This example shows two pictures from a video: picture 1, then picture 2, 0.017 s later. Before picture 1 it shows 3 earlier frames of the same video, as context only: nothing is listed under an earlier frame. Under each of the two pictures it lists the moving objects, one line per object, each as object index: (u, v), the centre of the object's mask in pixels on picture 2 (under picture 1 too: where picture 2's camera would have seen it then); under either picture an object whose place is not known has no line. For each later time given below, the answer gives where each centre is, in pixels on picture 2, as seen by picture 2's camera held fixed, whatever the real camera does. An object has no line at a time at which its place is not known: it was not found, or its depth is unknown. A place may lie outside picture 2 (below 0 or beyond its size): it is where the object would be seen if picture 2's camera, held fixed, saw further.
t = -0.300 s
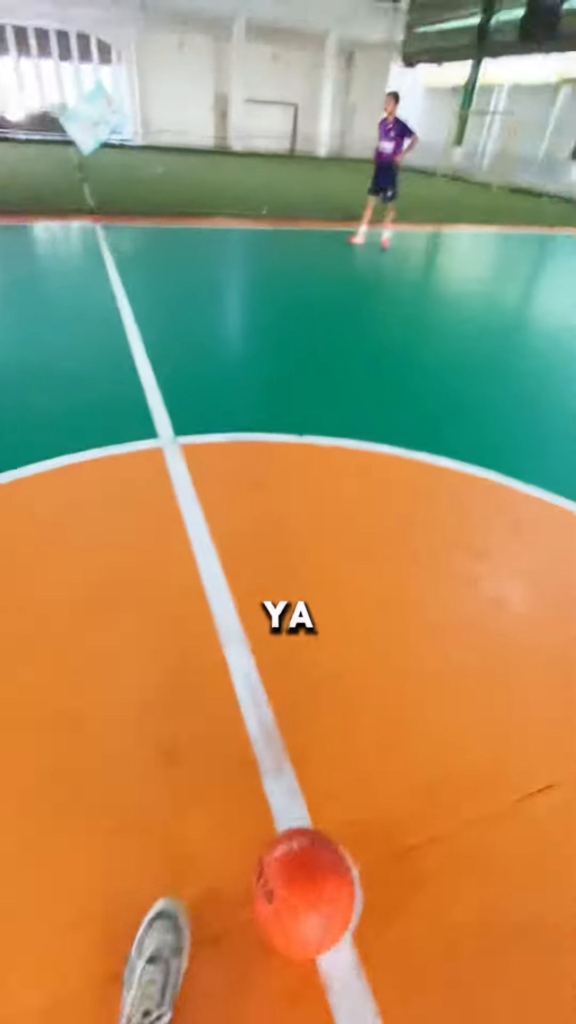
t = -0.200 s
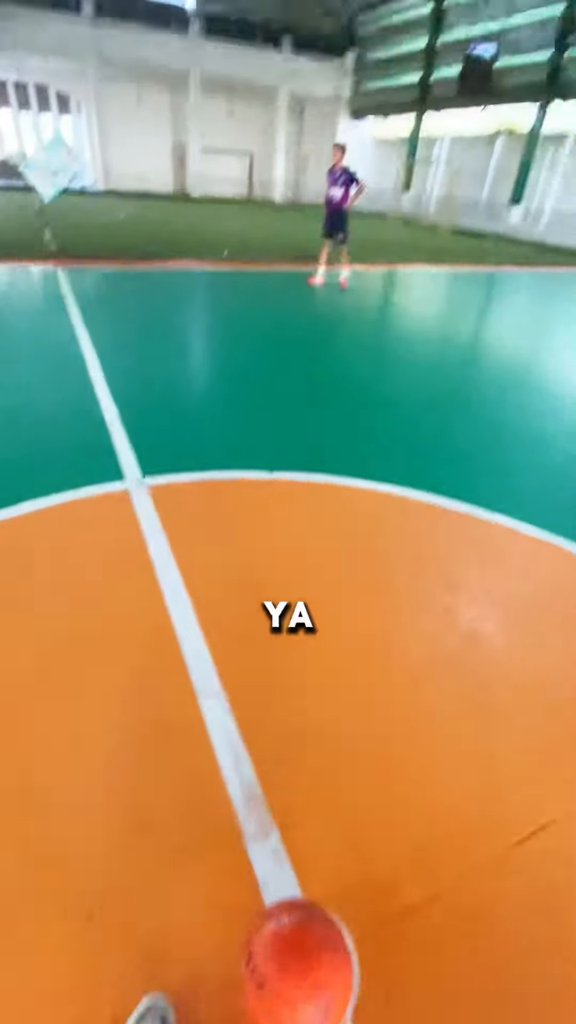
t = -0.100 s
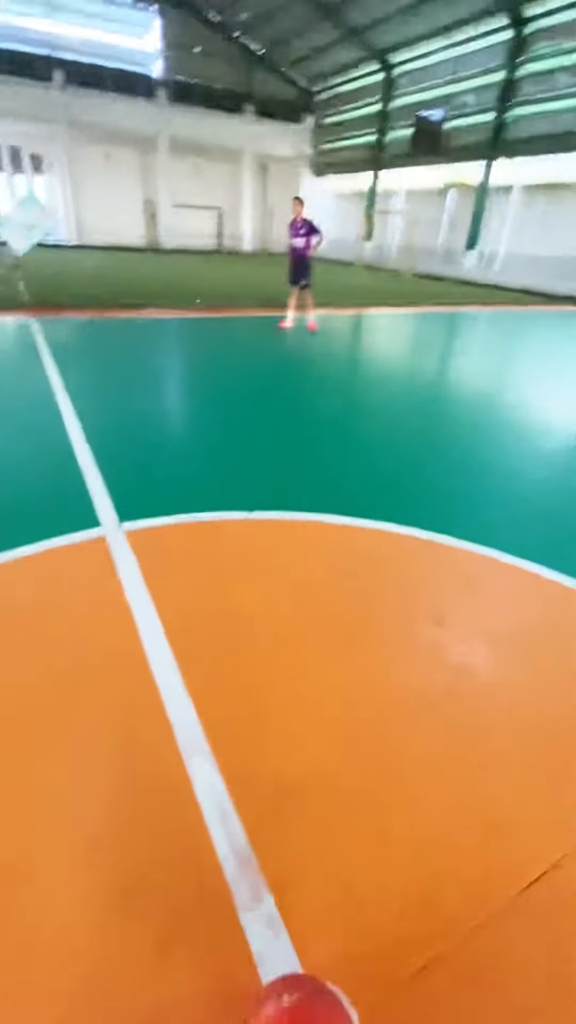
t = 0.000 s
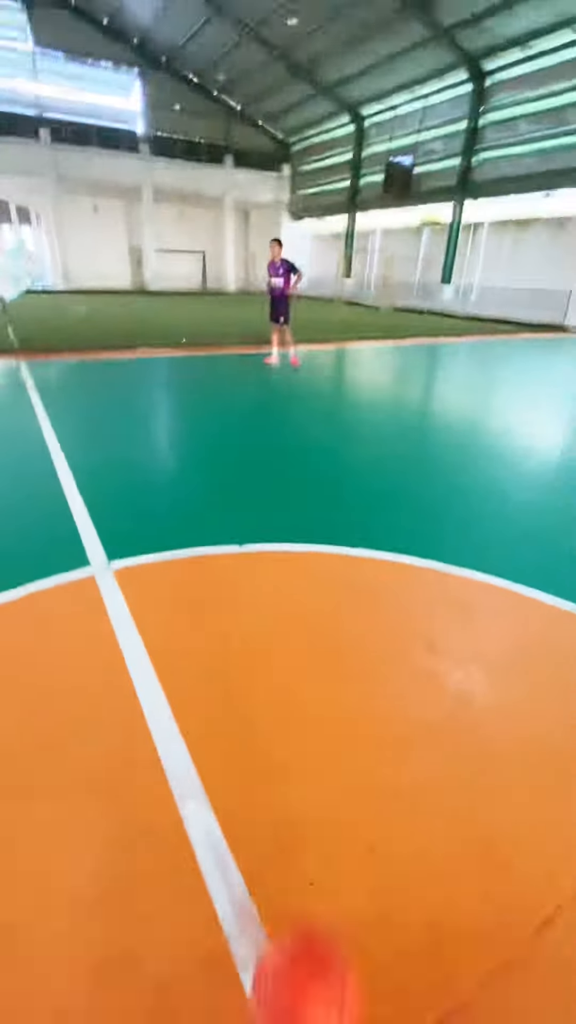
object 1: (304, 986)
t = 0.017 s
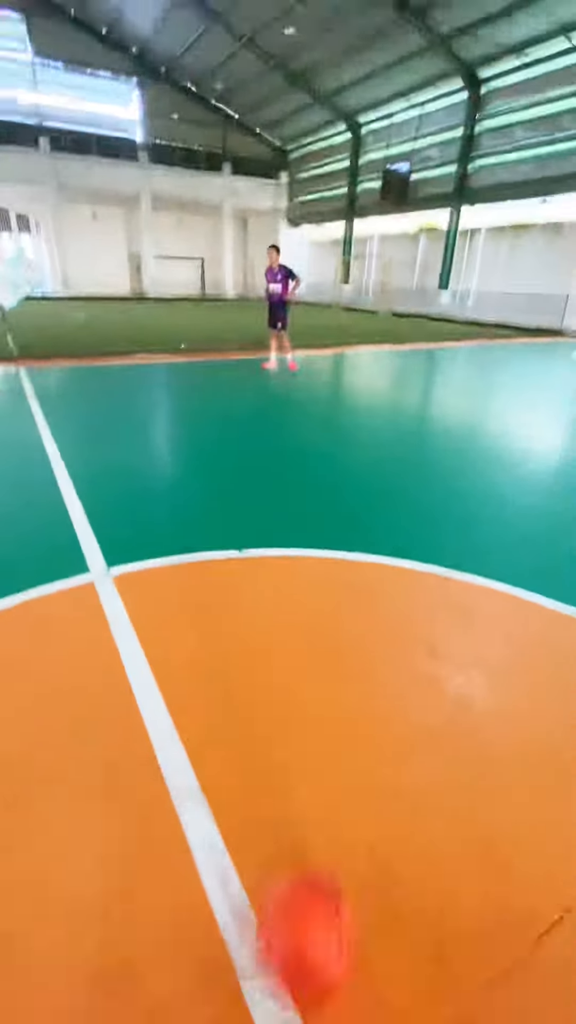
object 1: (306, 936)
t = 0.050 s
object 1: (310, 827)
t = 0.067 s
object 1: (308, 782)
